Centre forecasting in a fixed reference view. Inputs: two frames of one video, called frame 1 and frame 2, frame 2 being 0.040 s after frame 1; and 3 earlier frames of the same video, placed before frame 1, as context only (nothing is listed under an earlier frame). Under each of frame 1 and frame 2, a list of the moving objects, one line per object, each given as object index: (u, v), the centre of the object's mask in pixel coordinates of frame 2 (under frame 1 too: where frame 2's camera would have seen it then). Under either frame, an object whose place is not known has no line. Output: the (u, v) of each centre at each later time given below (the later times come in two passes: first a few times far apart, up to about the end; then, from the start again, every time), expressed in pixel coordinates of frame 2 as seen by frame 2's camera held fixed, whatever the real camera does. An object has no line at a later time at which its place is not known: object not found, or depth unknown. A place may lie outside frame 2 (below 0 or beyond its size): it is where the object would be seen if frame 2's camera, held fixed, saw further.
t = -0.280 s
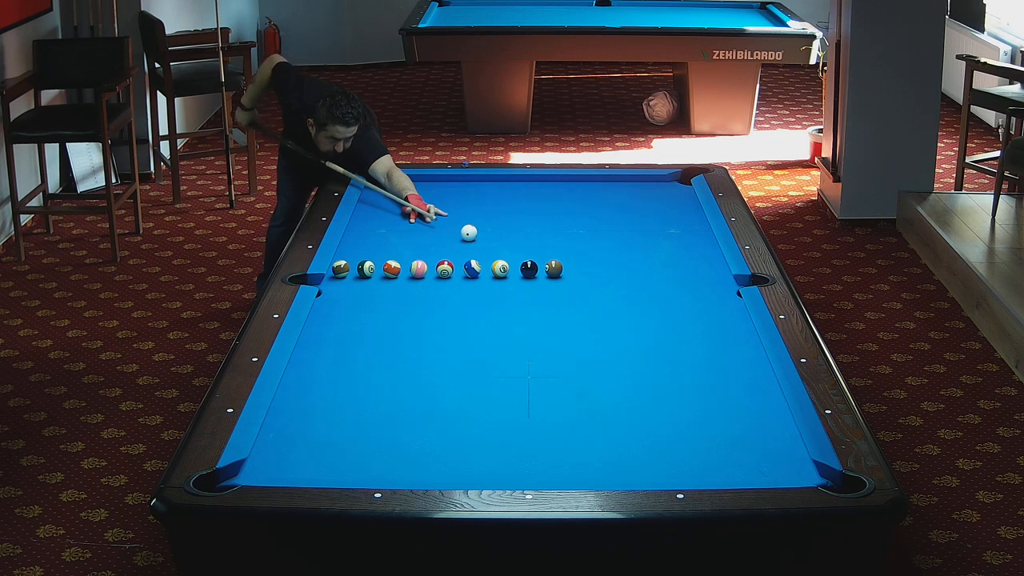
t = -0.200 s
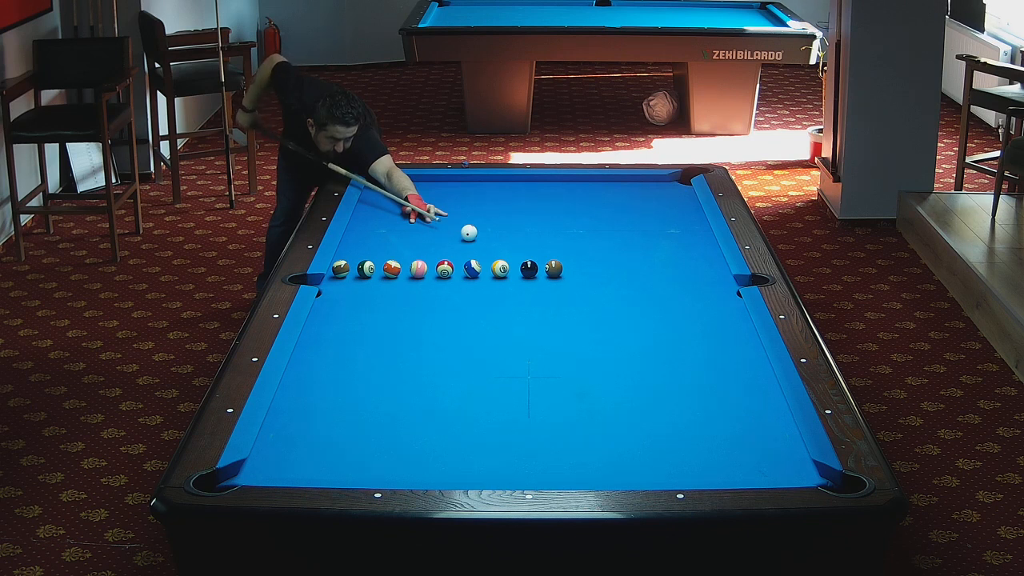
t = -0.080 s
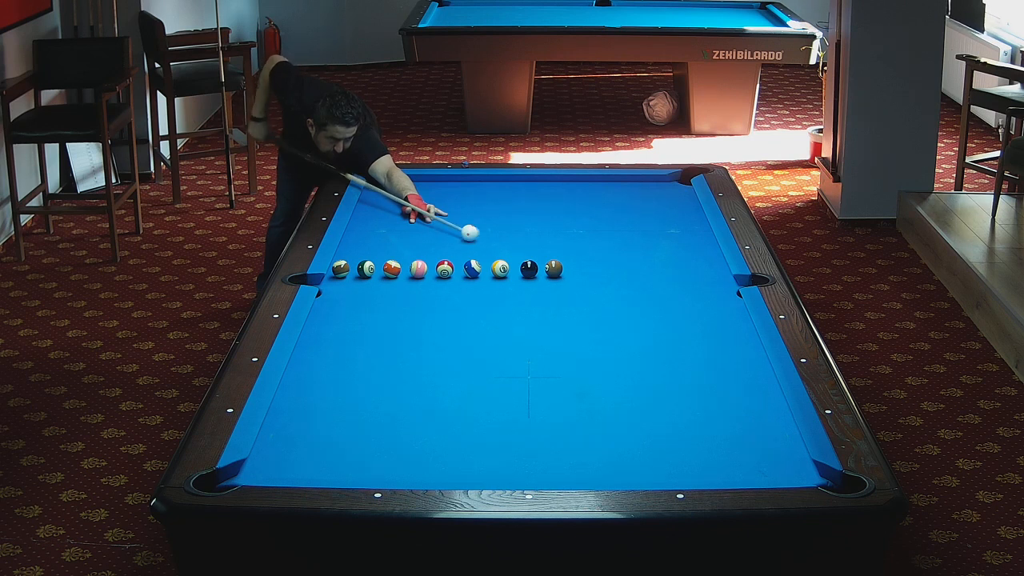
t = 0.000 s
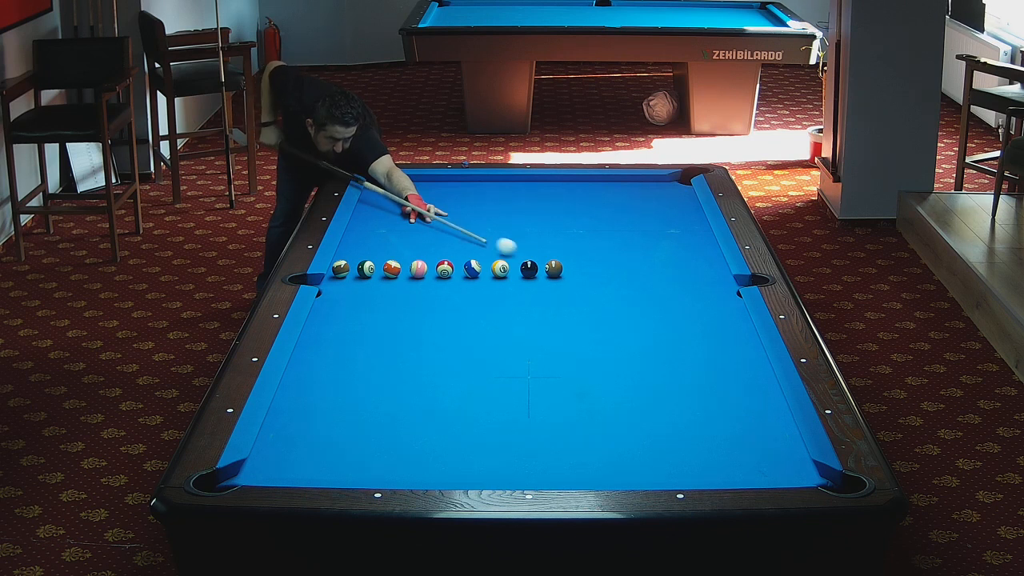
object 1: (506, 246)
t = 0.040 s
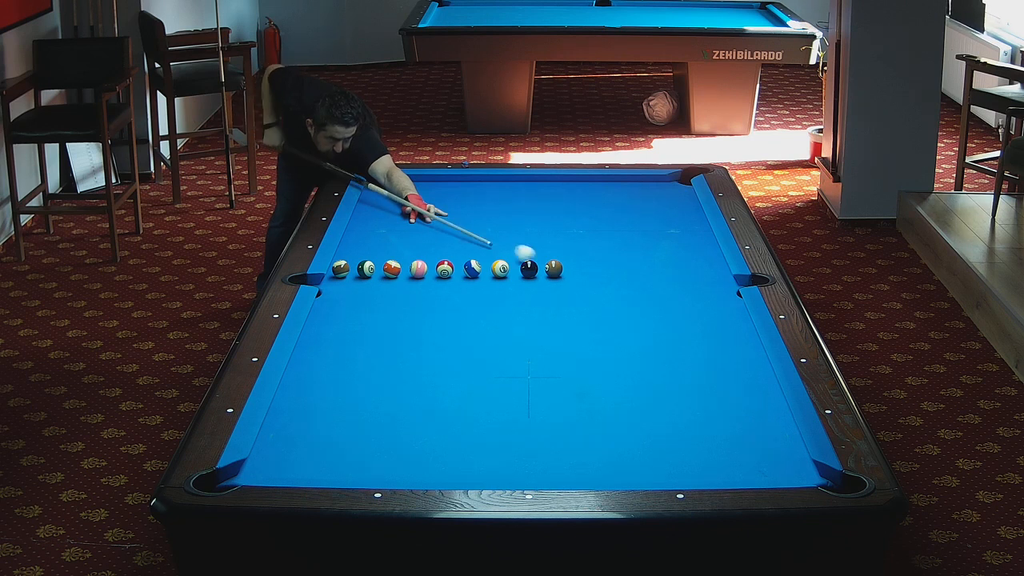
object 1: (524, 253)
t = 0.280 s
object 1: (580, 260)
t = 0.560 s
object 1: (624, 257)
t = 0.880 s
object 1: (671, 253)
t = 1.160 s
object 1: (709, 250)
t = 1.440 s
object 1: (692, 246)
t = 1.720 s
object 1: (672, 242)
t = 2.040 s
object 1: (651, 238)
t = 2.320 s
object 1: (634, 235)
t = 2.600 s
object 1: (619, 233)
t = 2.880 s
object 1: (606, 230)
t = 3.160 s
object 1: (594, 228)
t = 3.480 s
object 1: (583, 226)
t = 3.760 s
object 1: (574, 225)
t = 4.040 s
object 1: (567, 224)
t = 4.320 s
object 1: (561, 223)
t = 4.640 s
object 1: (557, 222)
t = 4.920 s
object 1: (554, 222)
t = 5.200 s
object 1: (553, 222)
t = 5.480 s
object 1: (553, 222)
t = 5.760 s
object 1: (553, 222)
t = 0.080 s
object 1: (542, 259)
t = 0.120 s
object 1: (553, 261)
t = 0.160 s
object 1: (561, 262)
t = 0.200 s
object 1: (567, 261)
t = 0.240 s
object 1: (574, 261)
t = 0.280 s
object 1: (580, 260)
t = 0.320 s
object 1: (587, 260)
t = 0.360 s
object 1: (593, 259)
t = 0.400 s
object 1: (599, 259)
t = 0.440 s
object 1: (606, 258)
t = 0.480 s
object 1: (612, 258)
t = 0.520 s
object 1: (618, 257)
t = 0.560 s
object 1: (624, 257)
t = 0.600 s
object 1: (630, 257)
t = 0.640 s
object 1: (636, 256)
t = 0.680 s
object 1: (642, 256)
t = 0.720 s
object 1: (648, 255)
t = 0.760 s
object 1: (654, 255)
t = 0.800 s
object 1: (659, 254)
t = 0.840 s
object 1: (665, 254)
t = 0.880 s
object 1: (671, 253)
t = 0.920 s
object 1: (676, 253)
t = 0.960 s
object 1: (682, 252)
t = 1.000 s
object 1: (687, 252)
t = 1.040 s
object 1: (693, 252)
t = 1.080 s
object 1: (698, 251)
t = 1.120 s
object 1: (704, 251)
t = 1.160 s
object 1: (709, 250)
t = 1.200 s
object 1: (711, 250)
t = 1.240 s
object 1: (708, 249)
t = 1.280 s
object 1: (704, 249)
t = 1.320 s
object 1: (701, 248)
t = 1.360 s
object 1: (698, 248)
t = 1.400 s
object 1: (695, 247)
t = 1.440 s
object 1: (692, 246)
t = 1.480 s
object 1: (689, 246)
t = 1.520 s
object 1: (686, 245)
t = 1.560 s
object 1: (683, 245)
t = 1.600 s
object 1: (680, 244)
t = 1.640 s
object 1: (677, 244)
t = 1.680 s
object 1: (674, 243)
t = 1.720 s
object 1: (672, 242)
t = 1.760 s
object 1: (669, 242)
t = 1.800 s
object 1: (666, 242)
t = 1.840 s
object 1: (664, 241)
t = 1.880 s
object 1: (661, 241)
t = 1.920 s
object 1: (658, 240)
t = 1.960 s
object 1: (656, 240)
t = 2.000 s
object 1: (653, 239)
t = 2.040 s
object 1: (651, 238)
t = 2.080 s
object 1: (648, 238)
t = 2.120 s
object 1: (646, 238)
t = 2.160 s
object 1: (643, 237)
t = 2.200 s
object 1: (641, 237)
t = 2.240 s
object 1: (639, 236)
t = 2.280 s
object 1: (637, 236)
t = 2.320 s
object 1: (634, 235)
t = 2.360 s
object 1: (632, 235)
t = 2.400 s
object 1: (630, 235)
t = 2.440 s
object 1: (628, 234)
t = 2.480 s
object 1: (625, 234)
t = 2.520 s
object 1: (623, 234)
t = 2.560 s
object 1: (621, 233)
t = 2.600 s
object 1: (619, 233)
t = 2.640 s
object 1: (617, 233)
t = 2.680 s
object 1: (615, 232)
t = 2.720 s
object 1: (613, 232)
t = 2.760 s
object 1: (612, 231)
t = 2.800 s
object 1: (610, 231)
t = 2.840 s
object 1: (608, 231)
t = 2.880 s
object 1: (606, 230)
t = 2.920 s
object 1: (604, 230)
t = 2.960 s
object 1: (603, 230)
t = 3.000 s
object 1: (601, 230)
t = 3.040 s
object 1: (599, 229)
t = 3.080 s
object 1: (598, 229)
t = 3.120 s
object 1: (596, 229)
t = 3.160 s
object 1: (594, 228)
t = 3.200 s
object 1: (593, 228)
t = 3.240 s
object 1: (591, 228)
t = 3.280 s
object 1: (590, 228)
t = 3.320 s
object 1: (588, 227)
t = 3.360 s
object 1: (587, 227)
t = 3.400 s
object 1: (585, 227)
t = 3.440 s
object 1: (584, 227)
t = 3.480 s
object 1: (583, 226)
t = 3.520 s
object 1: (581, 226)
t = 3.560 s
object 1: (580, 226)
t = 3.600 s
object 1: (579, 226)
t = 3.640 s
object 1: (578, 226)
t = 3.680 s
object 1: (576, 226)
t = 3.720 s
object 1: (575, 225)
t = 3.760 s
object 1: (574, 225)
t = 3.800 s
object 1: (573, 225)
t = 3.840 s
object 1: (572, 225)
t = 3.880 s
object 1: (571, 225)
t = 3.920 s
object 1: (570, 225)
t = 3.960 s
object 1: (569, 224)
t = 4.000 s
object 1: (568, 224)
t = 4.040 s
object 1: (567, 224)
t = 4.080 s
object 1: (566, 224)
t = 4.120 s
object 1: (565, 224)
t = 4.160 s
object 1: (564, 224)
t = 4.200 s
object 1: (564, 224)
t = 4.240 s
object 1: (563, 223)
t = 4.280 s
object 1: (562, 223)
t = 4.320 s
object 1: (561, 223)
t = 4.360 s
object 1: (561, 223)
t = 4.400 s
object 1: (560, 223)
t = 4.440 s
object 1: (559, 223)
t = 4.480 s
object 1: (559, 223)
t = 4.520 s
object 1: (558, 223)
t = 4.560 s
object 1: (558, 223)
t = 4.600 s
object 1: (557, 222)
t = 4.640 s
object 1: (557, 222)
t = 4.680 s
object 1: (556, 222)
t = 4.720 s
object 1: (556, 222)
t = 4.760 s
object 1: (556, 222)
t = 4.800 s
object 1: (555, 222)
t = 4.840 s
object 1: (555, 222)
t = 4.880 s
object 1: (555, 222)
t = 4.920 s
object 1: (554, 222)
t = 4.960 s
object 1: (554, 222)
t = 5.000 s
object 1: (554, 222)
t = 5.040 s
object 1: (553, 222)
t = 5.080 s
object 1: (553, 222)
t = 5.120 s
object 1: (553, 222)
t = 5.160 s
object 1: (553, 222)
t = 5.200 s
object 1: (553, 222)
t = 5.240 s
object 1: (553, 222)
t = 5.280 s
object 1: (553, 222)
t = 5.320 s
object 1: (553, 222)
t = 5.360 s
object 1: (553, 222)
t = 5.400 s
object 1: (553, 222)
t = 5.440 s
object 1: (553, 222)
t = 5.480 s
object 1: (553, 222)
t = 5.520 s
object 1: (553, 222)
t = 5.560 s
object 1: (553, 222)
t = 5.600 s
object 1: (553, 222)
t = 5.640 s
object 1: (553, 222)
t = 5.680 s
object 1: (553, 222)
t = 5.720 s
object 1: (553, 222)
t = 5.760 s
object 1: (553, 222)
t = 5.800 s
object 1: (553, 222)
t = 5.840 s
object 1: (553, 222)
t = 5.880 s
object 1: (553, 222)
